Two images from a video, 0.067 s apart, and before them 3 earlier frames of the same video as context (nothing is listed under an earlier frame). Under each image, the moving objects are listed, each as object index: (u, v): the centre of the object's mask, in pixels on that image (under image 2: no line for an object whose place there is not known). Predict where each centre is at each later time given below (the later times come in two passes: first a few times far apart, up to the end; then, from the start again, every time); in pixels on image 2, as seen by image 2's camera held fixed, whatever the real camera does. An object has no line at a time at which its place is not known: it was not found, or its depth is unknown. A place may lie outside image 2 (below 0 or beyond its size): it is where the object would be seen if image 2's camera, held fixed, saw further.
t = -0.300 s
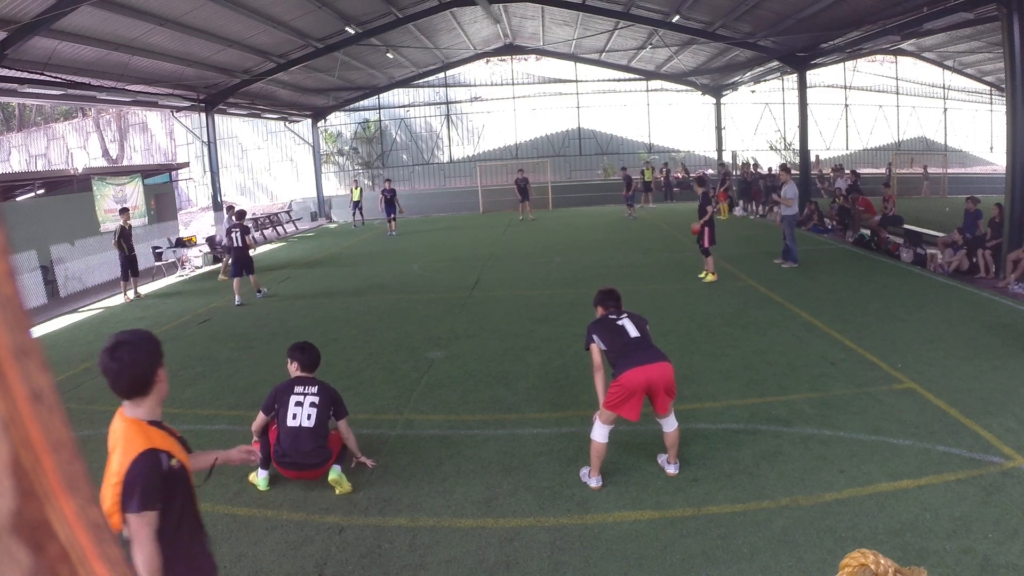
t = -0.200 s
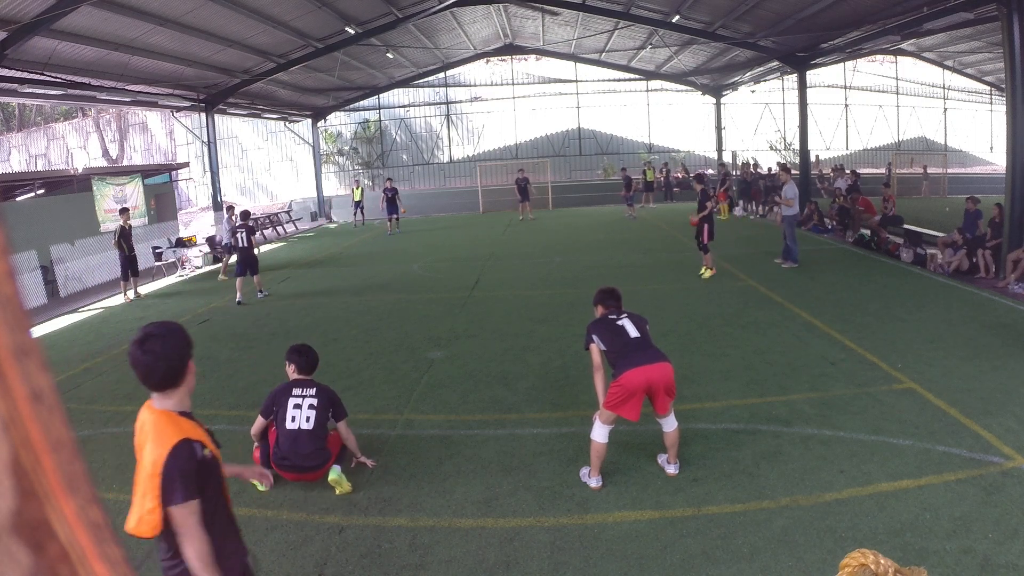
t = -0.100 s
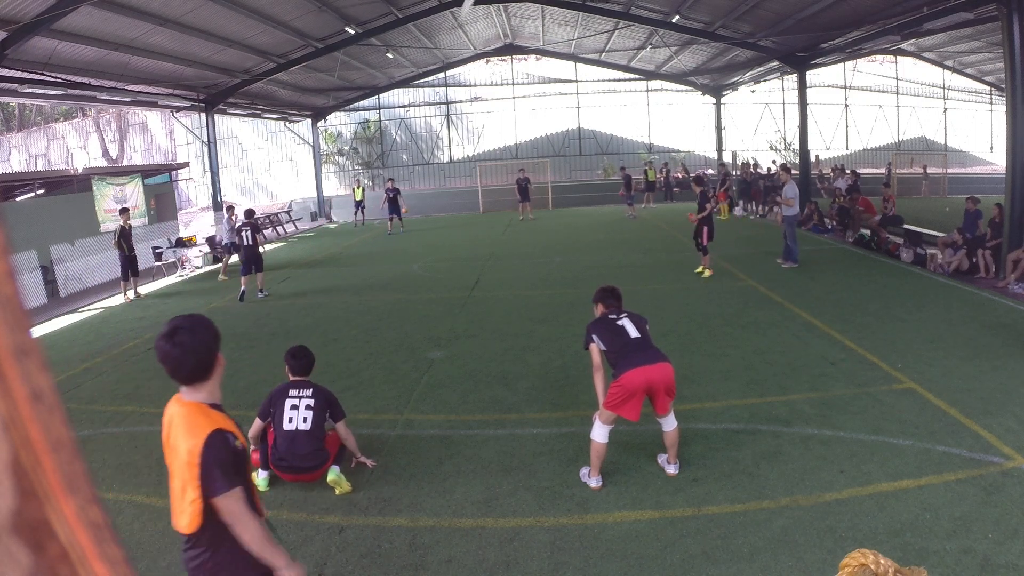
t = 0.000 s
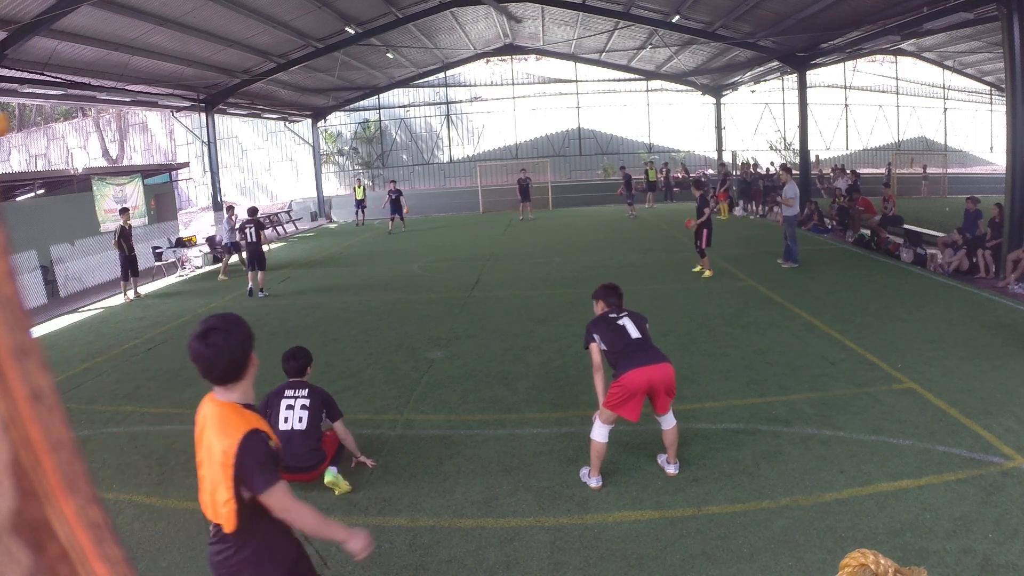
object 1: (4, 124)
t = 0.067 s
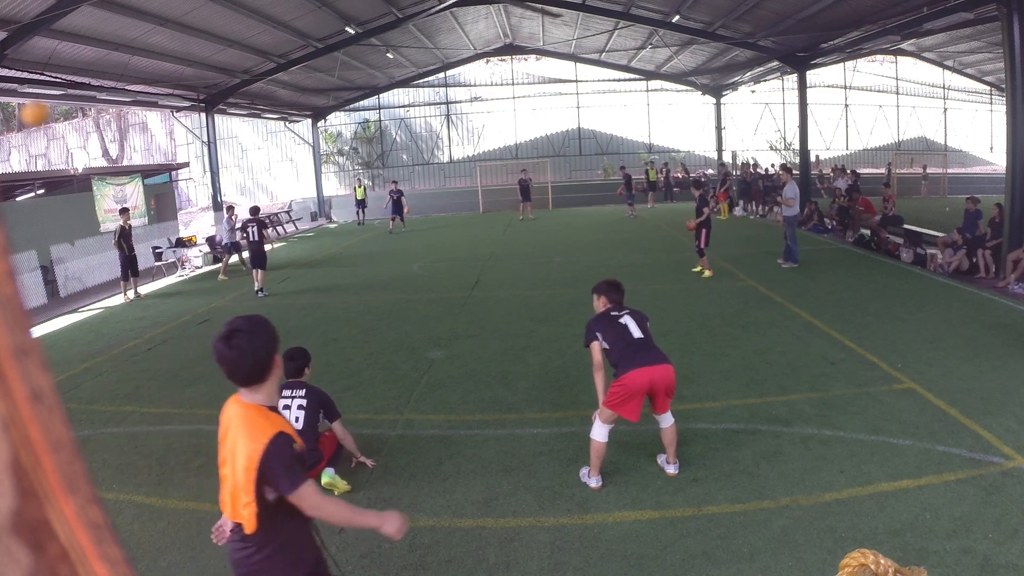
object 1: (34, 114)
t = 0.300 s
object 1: (199, 123)
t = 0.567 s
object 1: (429, 256)
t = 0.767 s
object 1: (596, 418)
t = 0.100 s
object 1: (55, 109)
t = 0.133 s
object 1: (76, 107)
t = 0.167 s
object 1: (99, 106)
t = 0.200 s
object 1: (123, 107)
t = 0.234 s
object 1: (146, 110)
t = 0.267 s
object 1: (172, 116)
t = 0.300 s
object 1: (199, 123)
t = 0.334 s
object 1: (223, 133)
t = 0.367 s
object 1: (252, 145)
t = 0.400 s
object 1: (281, 158)
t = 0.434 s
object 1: (311, 174)
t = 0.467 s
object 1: (342, 194)
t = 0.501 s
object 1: (370, 213)
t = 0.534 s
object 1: (399, 234)
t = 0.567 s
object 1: (429, 256)
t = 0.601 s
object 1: (459, 281)
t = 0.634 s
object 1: (489, 307)
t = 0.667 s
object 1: (517, 334)
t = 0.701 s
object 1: (545, 362)
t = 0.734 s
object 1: (571, 390)
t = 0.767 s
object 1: (596, 418)
